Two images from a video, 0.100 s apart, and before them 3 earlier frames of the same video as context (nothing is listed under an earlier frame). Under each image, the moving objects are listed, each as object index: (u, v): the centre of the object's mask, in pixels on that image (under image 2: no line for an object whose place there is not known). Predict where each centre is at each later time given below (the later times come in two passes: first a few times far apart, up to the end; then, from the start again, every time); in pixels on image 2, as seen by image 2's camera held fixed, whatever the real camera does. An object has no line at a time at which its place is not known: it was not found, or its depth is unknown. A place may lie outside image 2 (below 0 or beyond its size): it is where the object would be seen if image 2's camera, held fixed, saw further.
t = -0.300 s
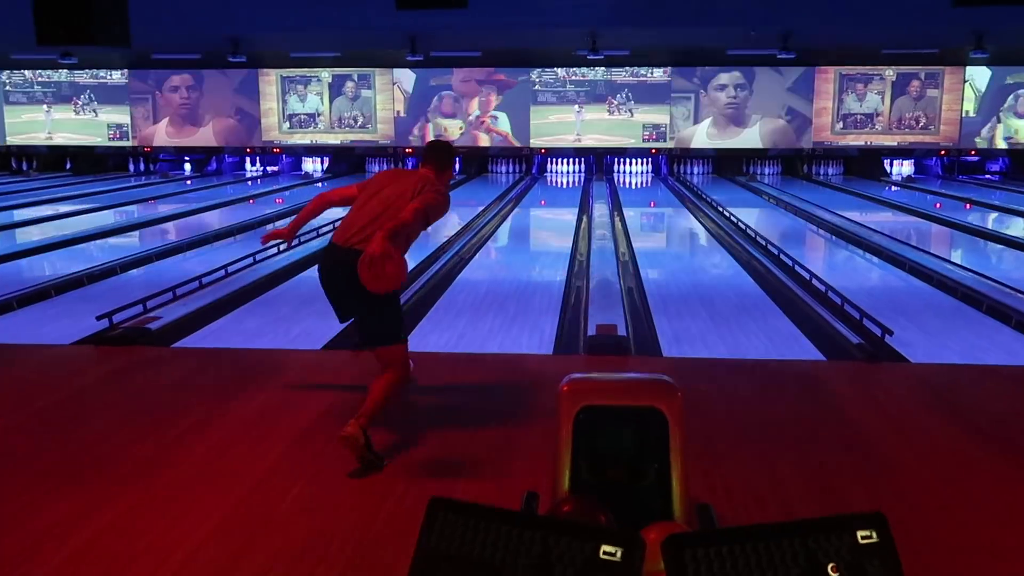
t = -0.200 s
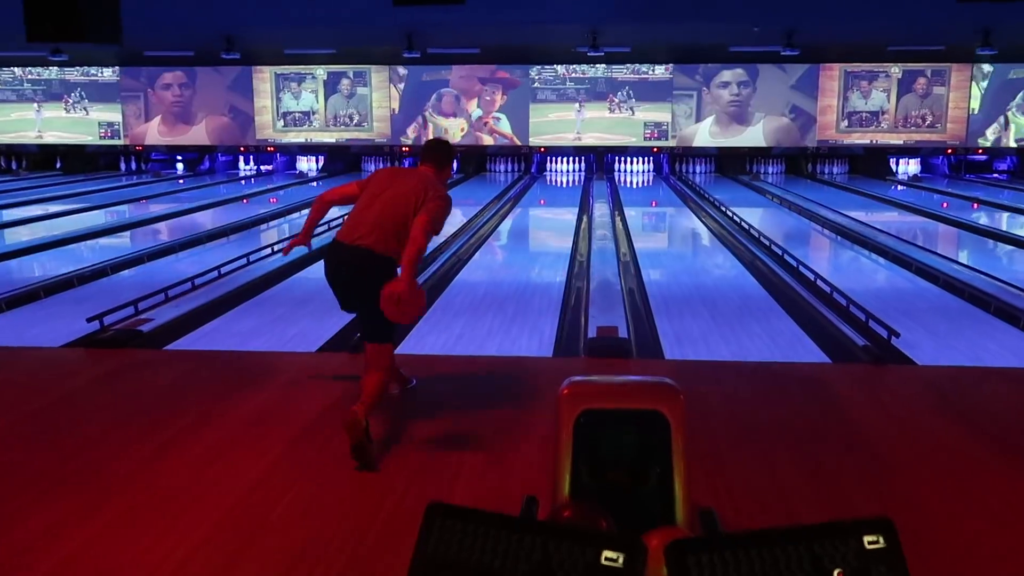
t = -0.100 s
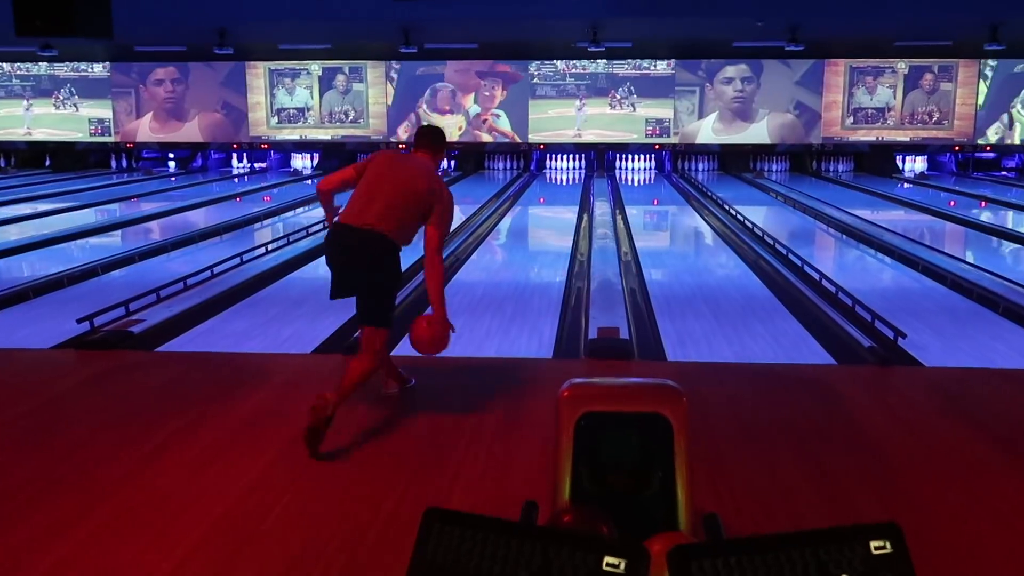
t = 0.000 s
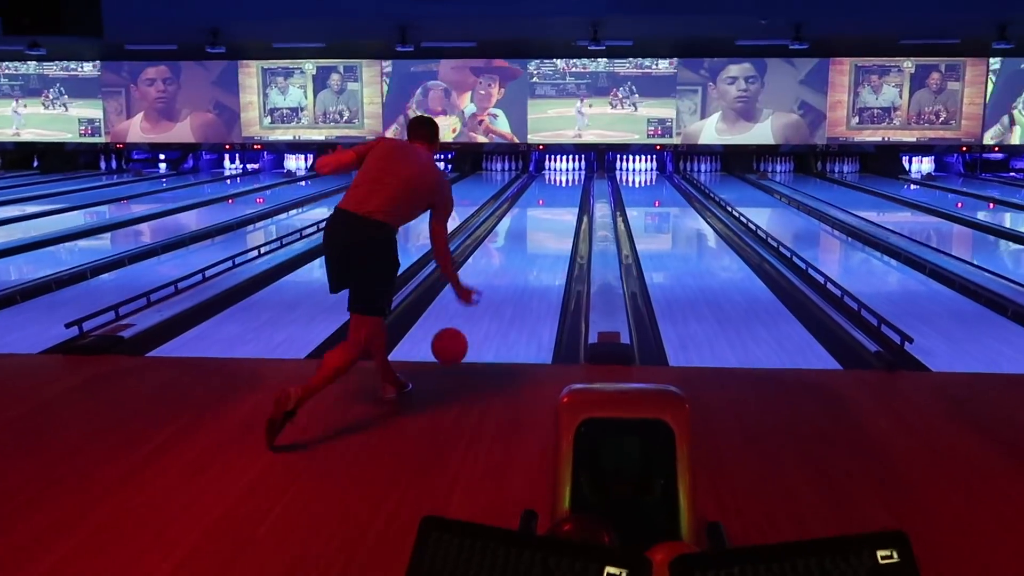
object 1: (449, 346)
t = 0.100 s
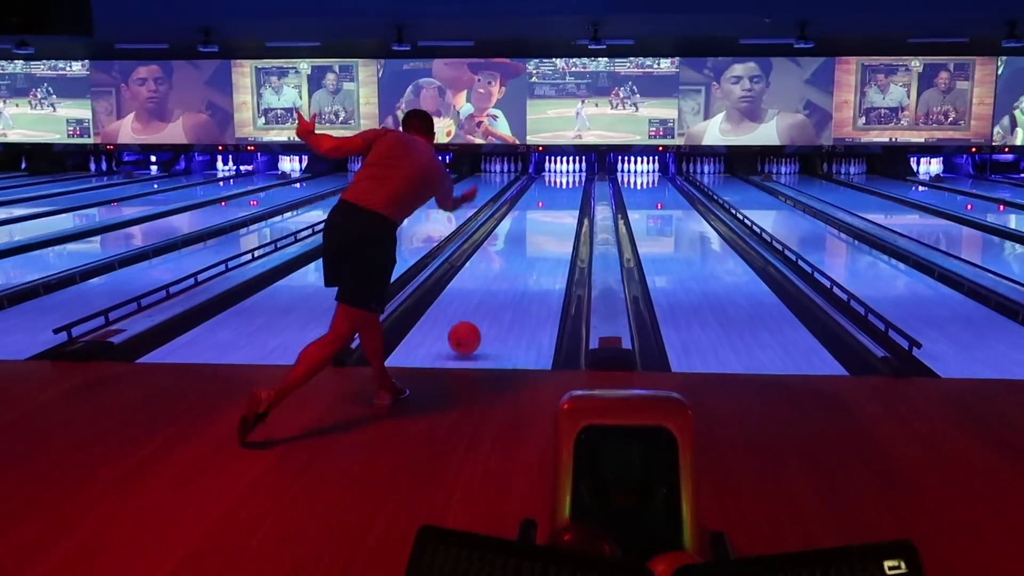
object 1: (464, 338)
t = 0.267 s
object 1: (484, 307)
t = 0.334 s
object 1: (490, 296)
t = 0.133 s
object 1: (469, 328)
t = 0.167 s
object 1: (473, 321)
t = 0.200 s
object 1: (477, 317)
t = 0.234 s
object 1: (481, 314)
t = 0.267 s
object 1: (484, 307)
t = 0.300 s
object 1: (488, 301)
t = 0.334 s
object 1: (490, 296)
